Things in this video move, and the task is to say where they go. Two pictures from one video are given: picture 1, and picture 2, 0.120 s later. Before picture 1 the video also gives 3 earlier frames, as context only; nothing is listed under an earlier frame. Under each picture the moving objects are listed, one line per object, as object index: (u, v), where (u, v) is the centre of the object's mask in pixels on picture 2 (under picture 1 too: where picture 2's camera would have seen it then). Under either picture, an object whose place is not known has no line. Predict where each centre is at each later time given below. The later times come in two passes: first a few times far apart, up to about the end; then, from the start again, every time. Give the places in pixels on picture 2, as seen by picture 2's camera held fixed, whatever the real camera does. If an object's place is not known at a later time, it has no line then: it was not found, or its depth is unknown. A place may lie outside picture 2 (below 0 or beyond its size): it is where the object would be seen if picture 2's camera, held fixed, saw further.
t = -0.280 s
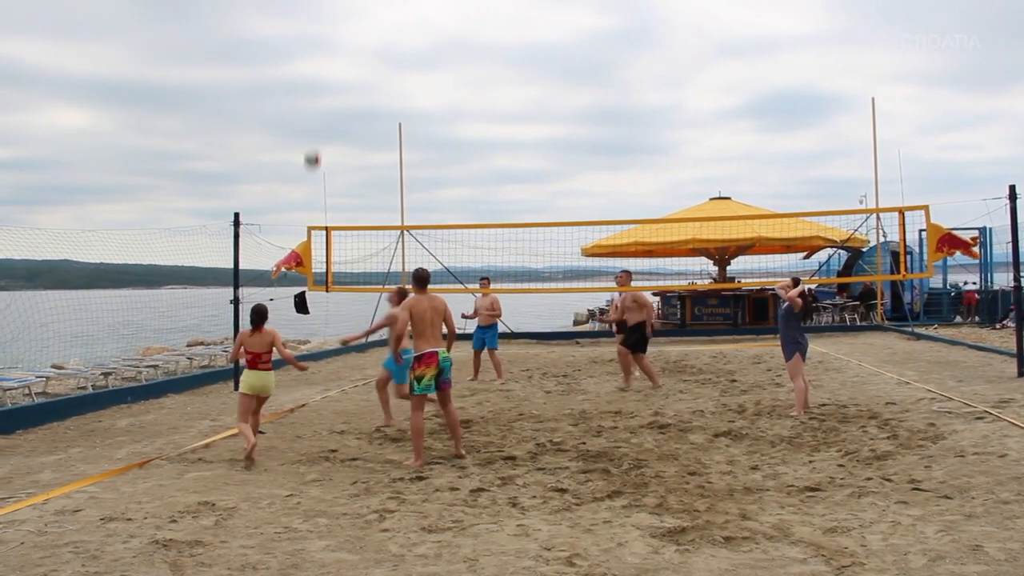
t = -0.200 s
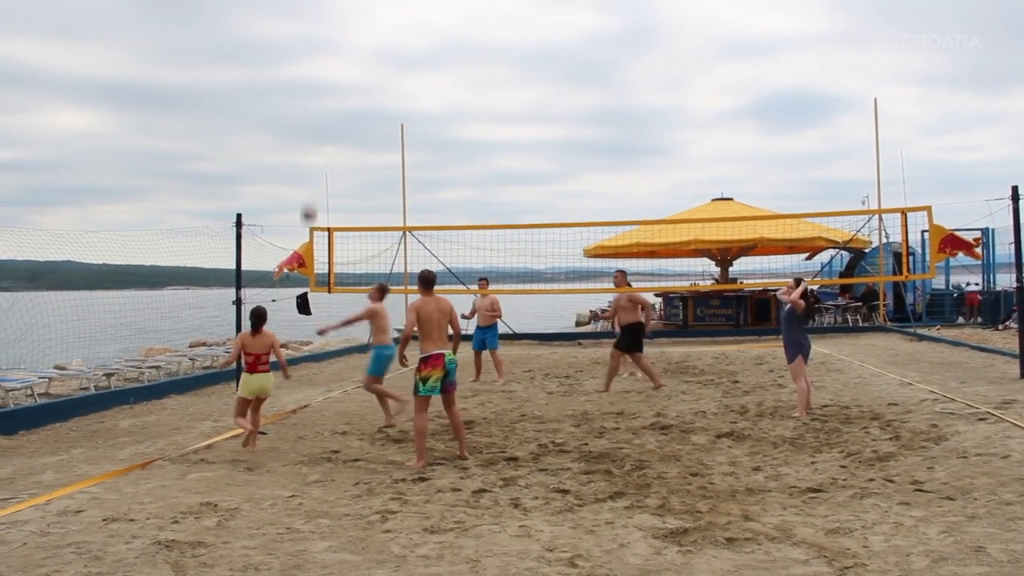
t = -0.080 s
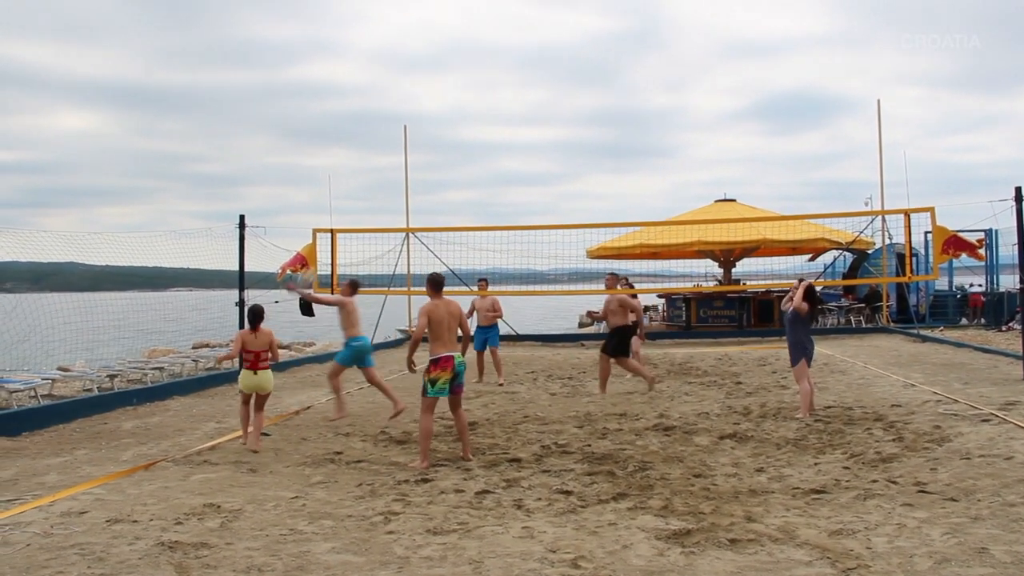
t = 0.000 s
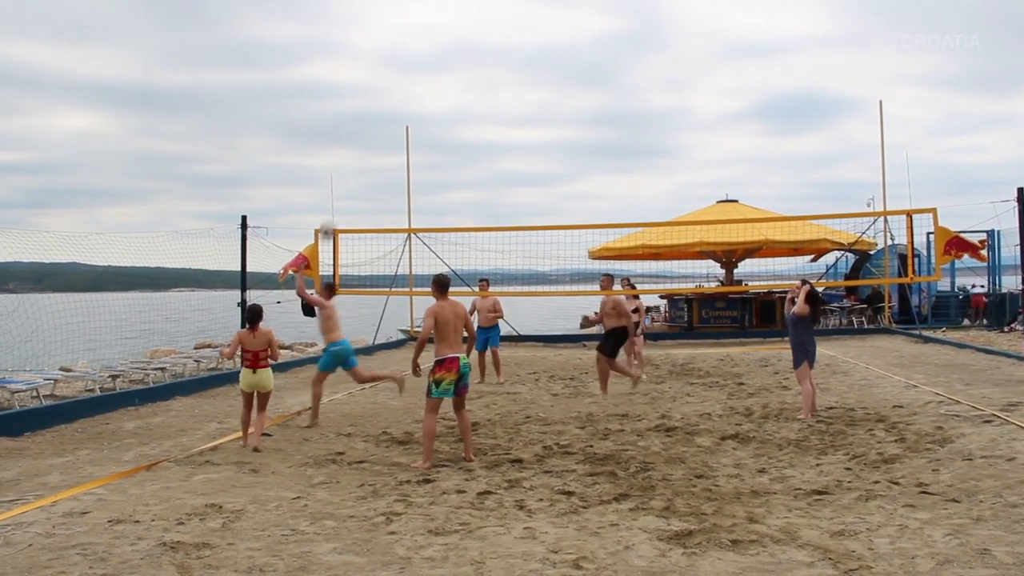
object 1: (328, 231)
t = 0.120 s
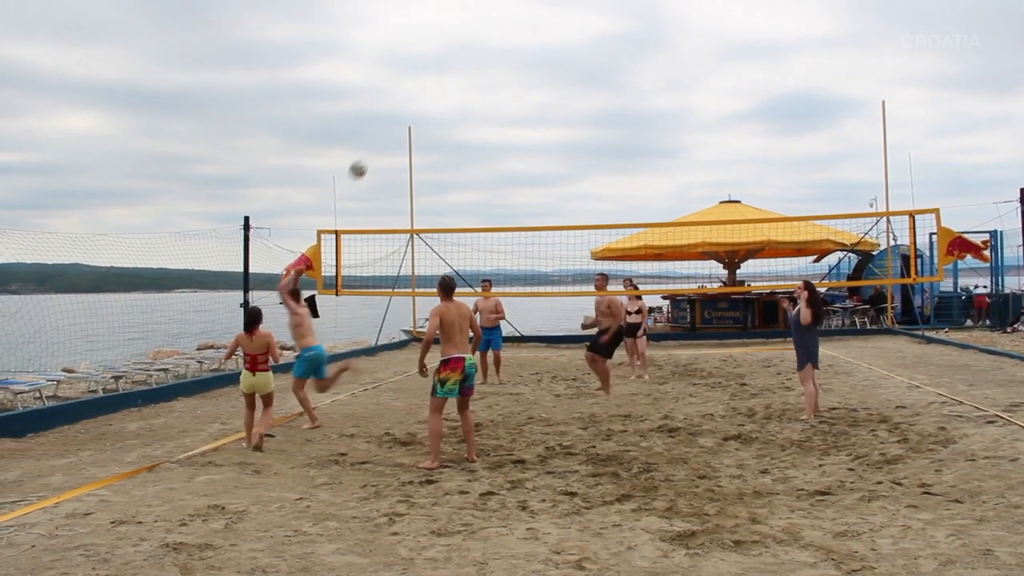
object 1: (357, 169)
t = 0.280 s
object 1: (395, 105)
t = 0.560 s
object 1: (466, 47)
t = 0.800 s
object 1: (528, 51)
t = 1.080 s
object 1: (600, 120)
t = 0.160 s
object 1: (366, 151)
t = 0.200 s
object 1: (377, 134)
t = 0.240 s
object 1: (386, 119)
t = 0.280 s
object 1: (395, 105)
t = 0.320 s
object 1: (406, 93)
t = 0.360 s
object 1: (415, 81)
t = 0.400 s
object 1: (426, 71)
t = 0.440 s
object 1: (436, 64)
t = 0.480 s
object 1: (446, 57)
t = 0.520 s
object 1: (456, 51)
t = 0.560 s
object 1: (466, 47)
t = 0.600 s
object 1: (476, 44)
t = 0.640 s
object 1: (487, 43)
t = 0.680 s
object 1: (497, 43)
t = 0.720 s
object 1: (507, 44)
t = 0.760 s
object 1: (517, 46)
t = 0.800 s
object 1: (528, 51)
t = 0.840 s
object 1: (538, 56)
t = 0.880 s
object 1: (548, 63)
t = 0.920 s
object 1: (558, 71)
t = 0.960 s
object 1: (569, 81)
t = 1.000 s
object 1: (580, 92)
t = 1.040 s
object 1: (590, 106)
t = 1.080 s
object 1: (600, 120)
